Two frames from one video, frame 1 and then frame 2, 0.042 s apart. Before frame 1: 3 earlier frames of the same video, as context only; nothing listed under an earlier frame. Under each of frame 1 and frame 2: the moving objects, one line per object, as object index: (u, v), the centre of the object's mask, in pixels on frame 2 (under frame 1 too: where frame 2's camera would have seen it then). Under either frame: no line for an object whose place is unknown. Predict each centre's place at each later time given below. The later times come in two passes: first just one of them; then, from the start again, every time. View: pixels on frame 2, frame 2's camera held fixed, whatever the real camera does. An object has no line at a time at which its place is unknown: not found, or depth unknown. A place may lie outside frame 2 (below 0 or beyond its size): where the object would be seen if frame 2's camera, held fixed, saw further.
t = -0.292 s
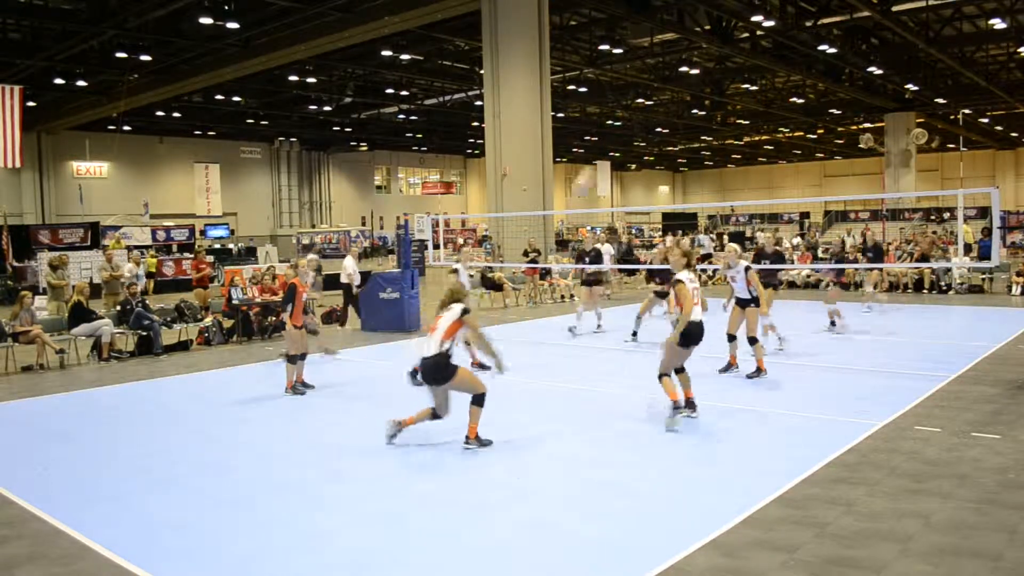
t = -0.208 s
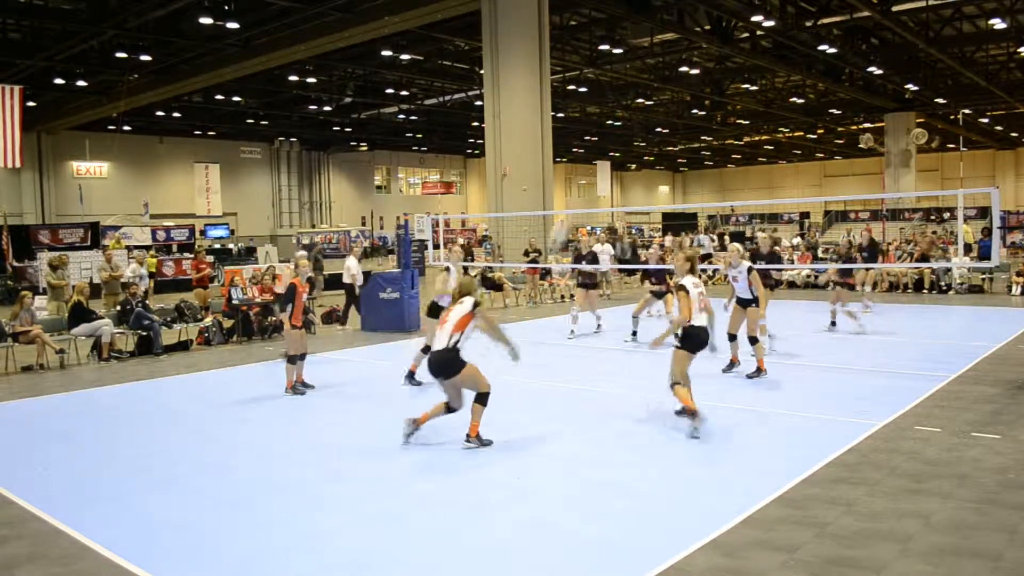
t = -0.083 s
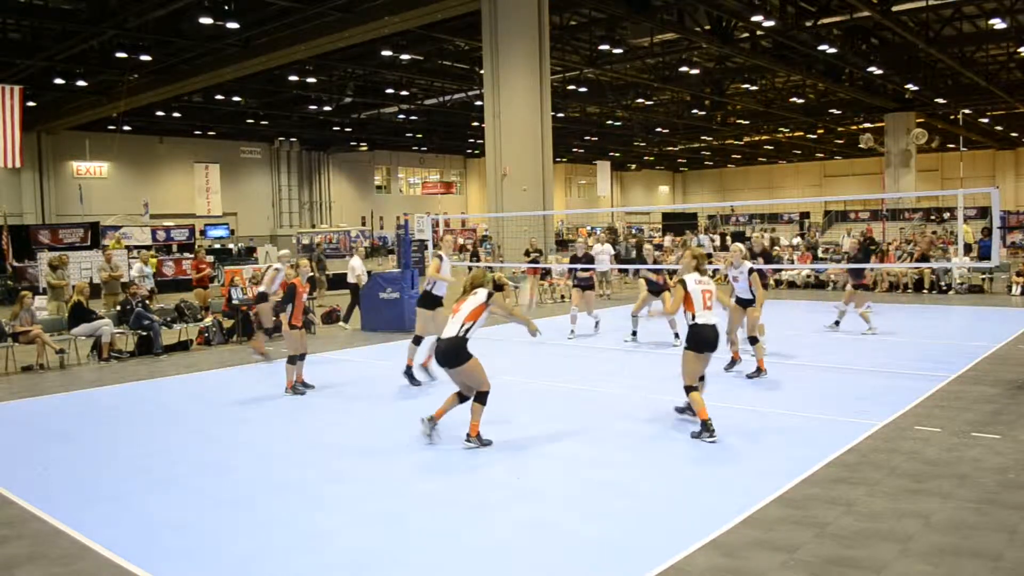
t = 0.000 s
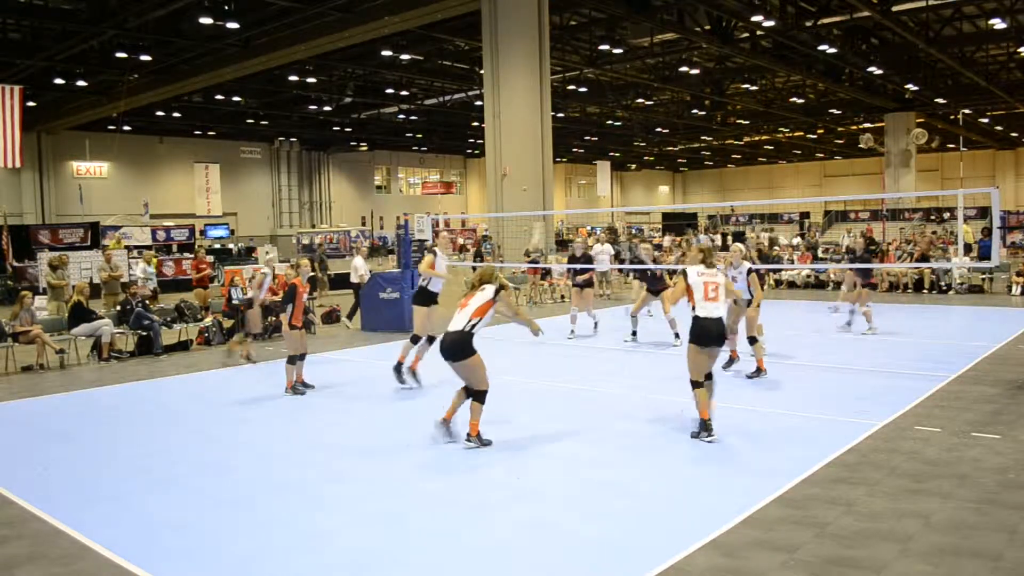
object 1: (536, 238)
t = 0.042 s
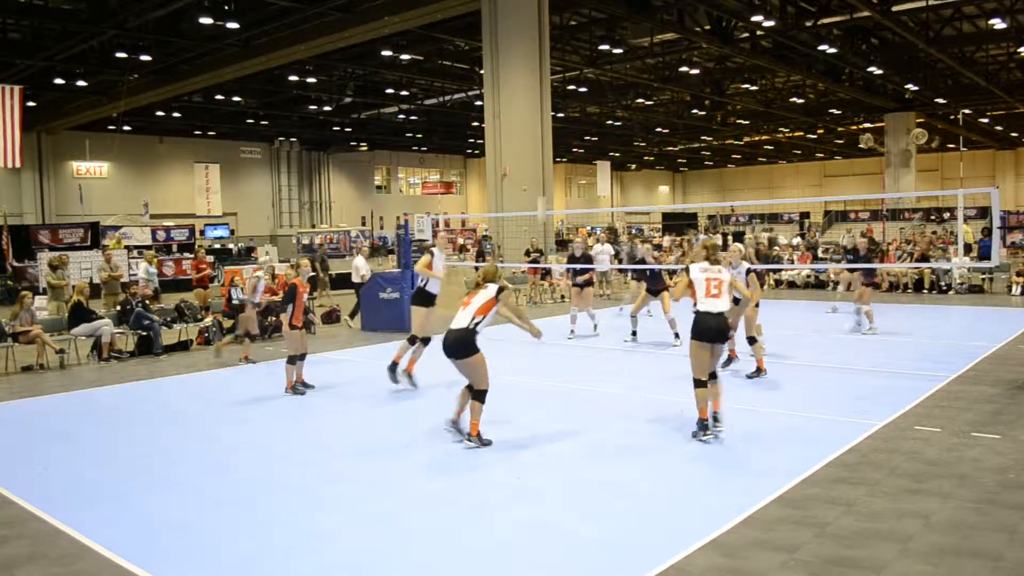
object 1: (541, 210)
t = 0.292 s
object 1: (569, 102)
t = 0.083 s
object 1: (546, 188)
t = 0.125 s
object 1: (552, 167)
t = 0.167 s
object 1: (557, 147)
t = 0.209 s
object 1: (561, 130)
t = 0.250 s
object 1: (565, 114)
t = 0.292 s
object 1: (569, 102)
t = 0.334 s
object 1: (574, 89)
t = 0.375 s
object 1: (579, 78)
